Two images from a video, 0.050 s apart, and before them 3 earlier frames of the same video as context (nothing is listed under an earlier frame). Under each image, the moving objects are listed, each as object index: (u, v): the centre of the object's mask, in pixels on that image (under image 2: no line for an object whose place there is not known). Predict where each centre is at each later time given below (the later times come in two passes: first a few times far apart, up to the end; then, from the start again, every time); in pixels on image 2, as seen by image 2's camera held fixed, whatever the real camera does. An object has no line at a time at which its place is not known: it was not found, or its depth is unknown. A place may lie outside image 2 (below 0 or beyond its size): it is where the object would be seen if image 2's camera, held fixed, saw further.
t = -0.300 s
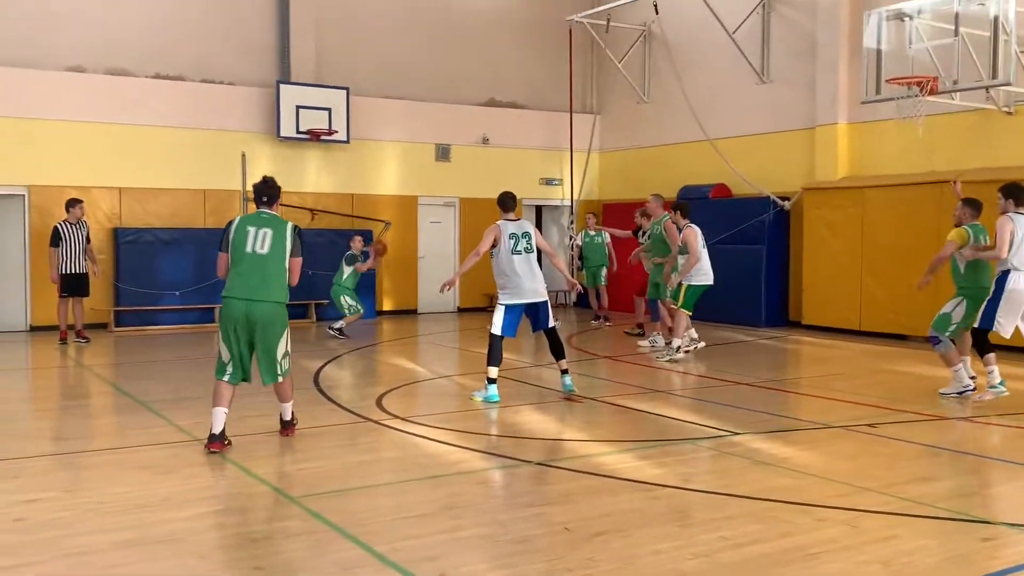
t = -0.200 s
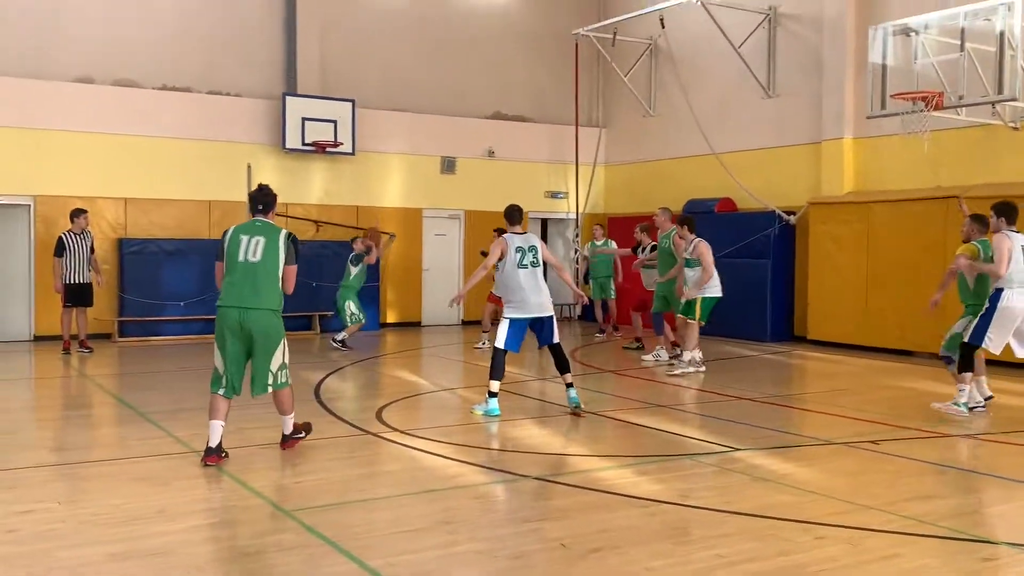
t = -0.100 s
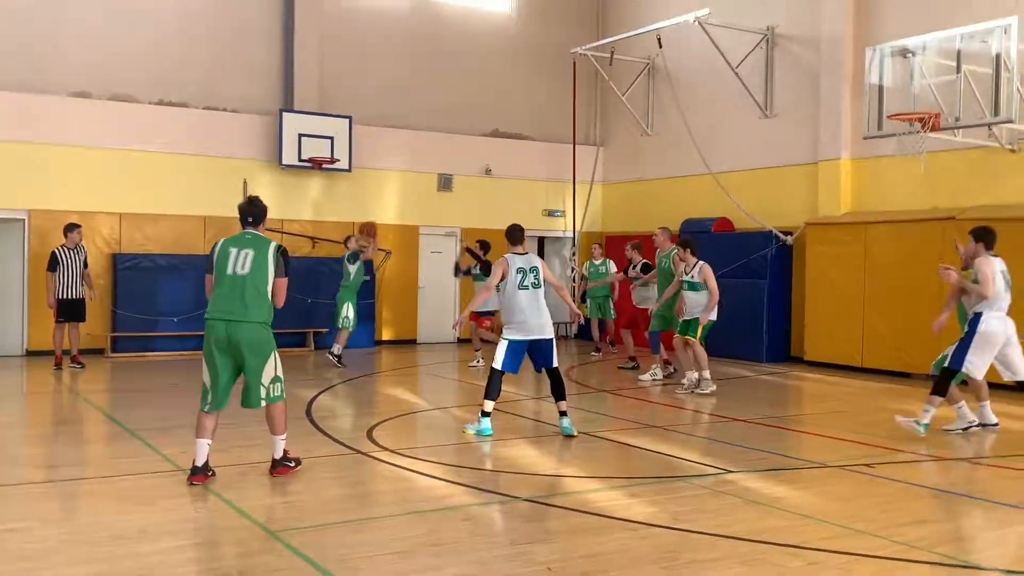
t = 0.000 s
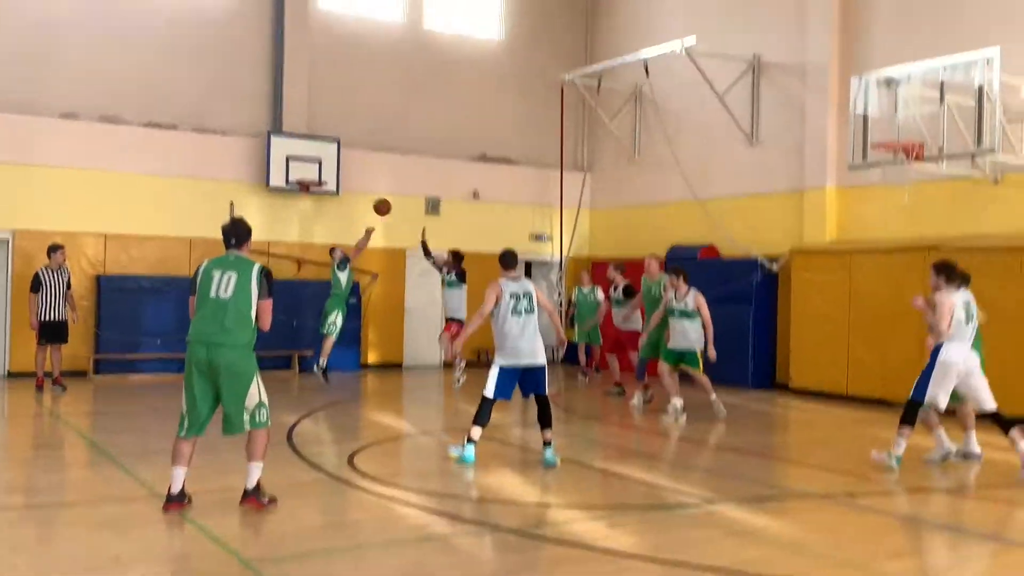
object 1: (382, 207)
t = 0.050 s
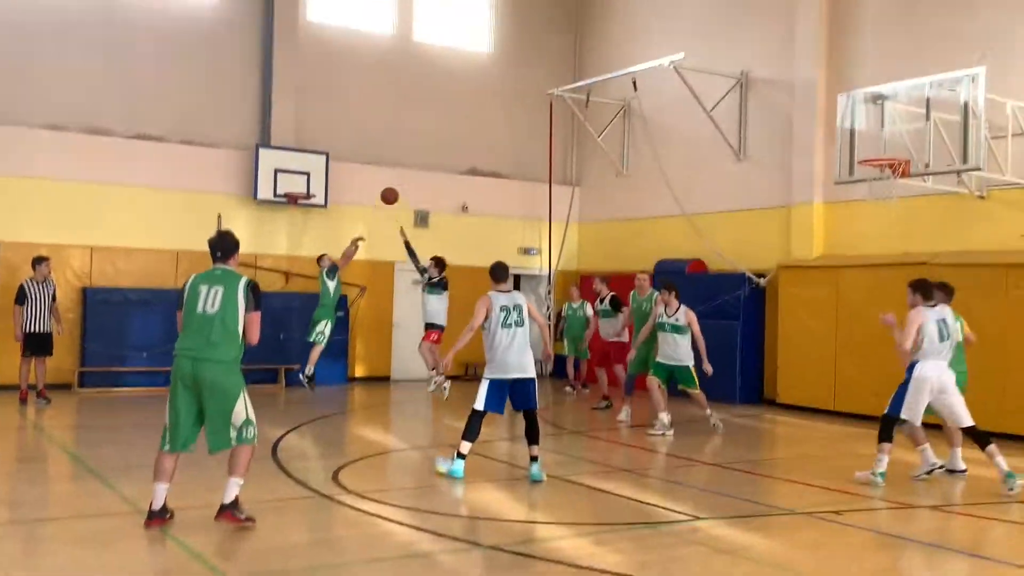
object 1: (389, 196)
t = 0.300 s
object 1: (486, 100)
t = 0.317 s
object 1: (493, 95)
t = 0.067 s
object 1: (396, 188)
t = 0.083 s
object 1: (402, 181)
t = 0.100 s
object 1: (408, 174)
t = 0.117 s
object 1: (415, 166)
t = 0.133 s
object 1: (421, 160)
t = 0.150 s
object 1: (427, 153)
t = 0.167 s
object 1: (434, 146)
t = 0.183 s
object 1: (440, 140)
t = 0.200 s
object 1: (446, 134)
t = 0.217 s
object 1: (454, 127)
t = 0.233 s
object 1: (460, 122)
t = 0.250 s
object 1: (467, 116)
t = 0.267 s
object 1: (473, 110)
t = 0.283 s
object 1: (479, 105)
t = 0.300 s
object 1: (486, 100)
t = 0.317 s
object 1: (493, 95)
